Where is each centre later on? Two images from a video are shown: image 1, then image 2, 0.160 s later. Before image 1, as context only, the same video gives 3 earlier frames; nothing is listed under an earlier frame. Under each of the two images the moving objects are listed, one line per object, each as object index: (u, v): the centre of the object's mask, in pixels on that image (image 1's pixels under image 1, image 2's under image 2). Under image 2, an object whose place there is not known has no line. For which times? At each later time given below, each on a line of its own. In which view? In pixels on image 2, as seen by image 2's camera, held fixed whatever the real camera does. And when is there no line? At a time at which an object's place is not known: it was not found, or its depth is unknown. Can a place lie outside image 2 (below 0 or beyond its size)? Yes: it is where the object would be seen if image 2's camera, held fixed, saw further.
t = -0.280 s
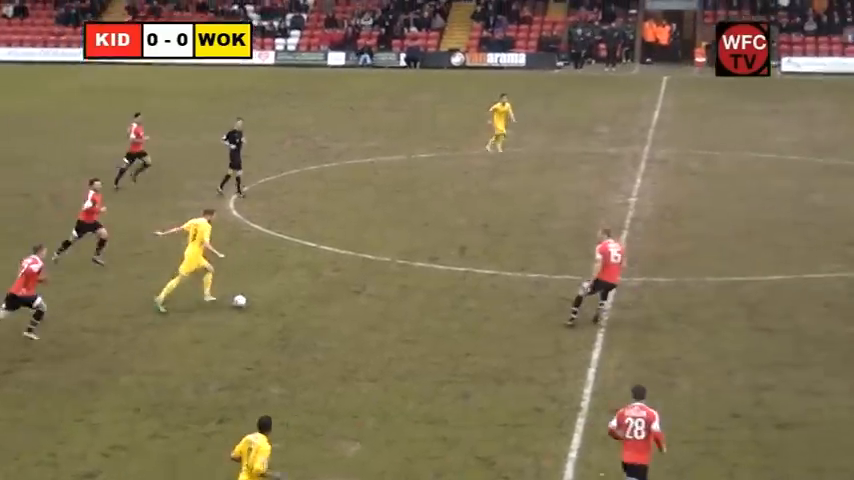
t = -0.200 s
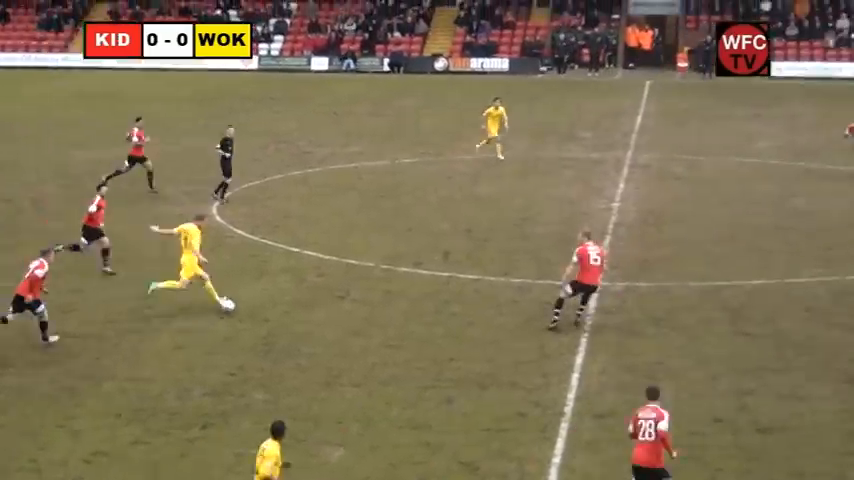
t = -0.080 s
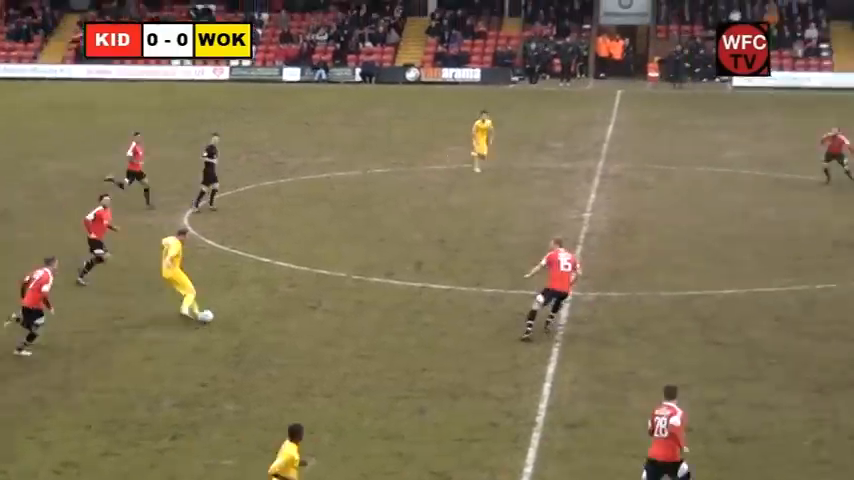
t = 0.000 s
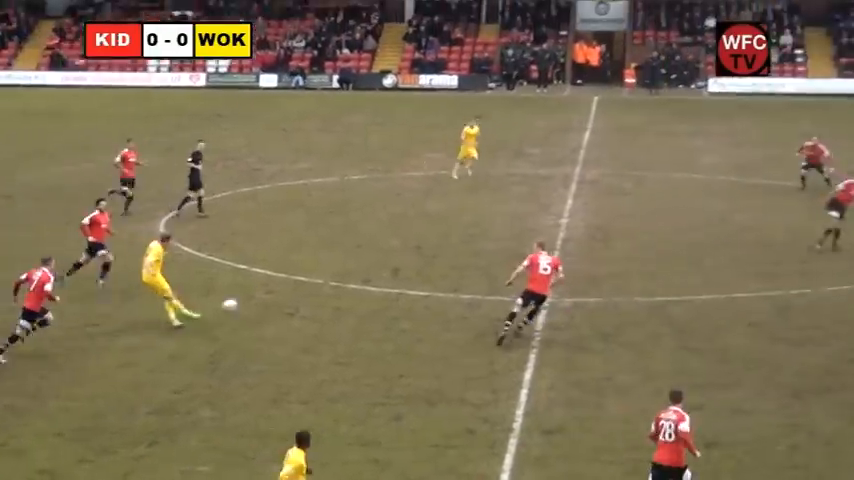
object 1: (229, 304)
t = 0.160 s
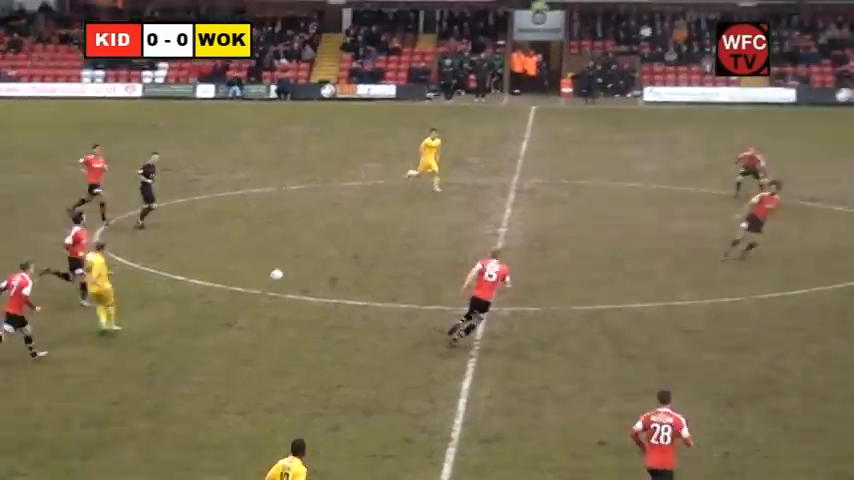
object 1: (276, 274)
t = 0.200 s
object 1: (299, 267)
